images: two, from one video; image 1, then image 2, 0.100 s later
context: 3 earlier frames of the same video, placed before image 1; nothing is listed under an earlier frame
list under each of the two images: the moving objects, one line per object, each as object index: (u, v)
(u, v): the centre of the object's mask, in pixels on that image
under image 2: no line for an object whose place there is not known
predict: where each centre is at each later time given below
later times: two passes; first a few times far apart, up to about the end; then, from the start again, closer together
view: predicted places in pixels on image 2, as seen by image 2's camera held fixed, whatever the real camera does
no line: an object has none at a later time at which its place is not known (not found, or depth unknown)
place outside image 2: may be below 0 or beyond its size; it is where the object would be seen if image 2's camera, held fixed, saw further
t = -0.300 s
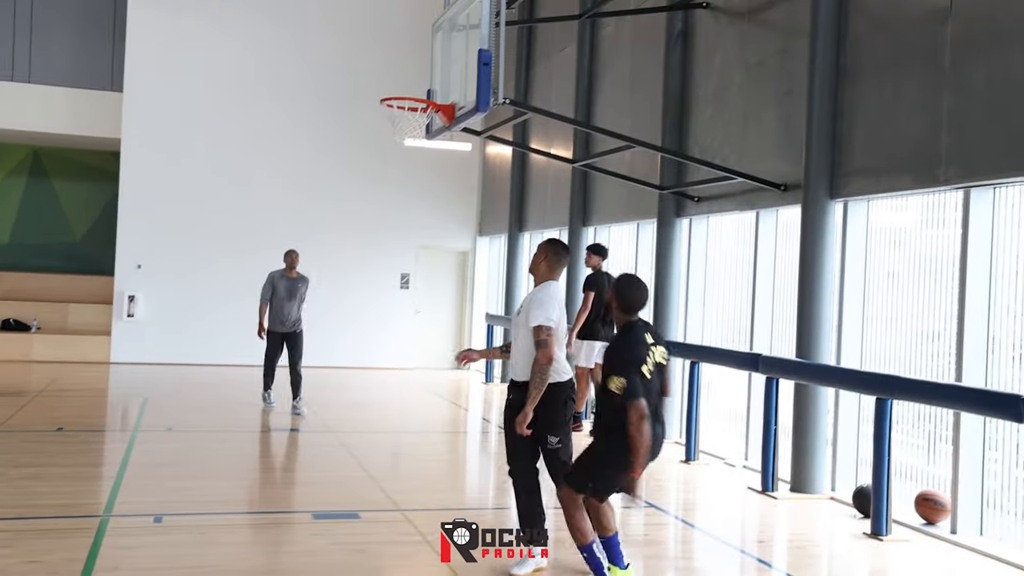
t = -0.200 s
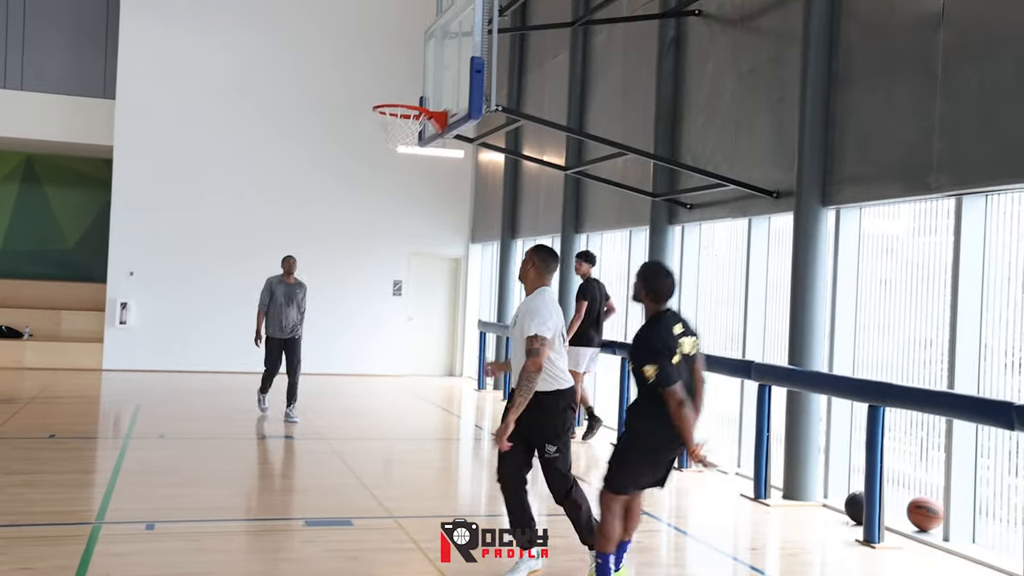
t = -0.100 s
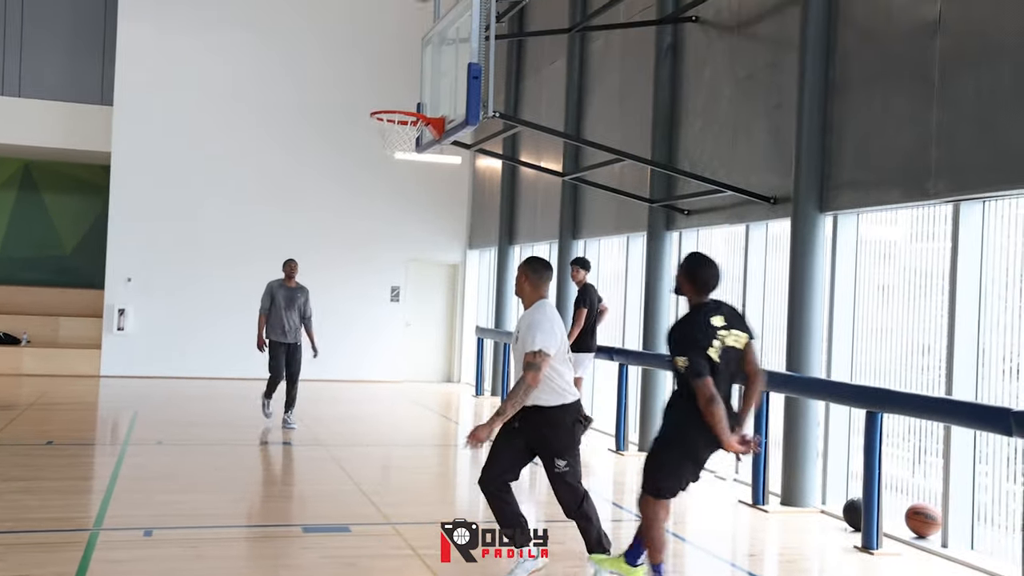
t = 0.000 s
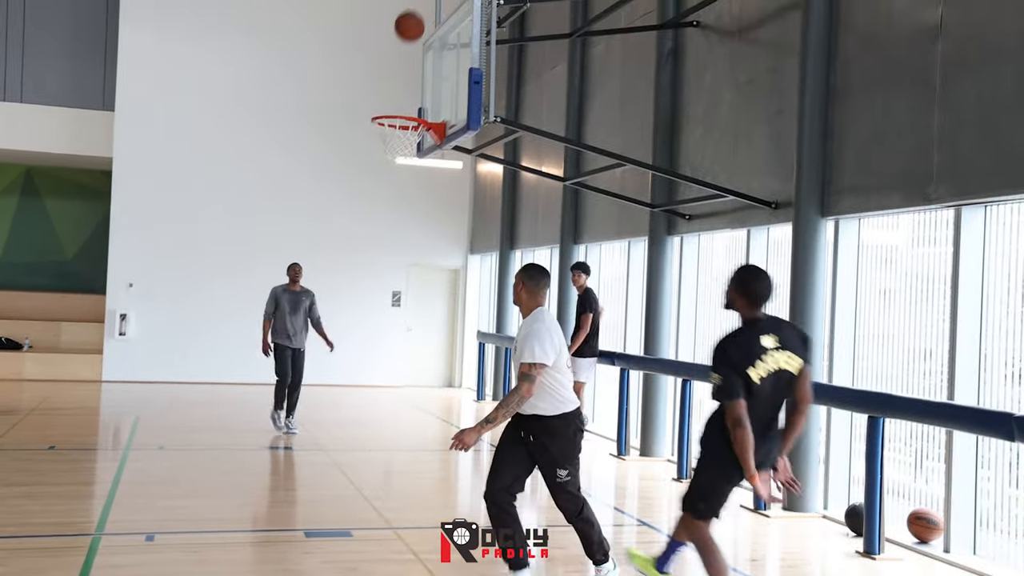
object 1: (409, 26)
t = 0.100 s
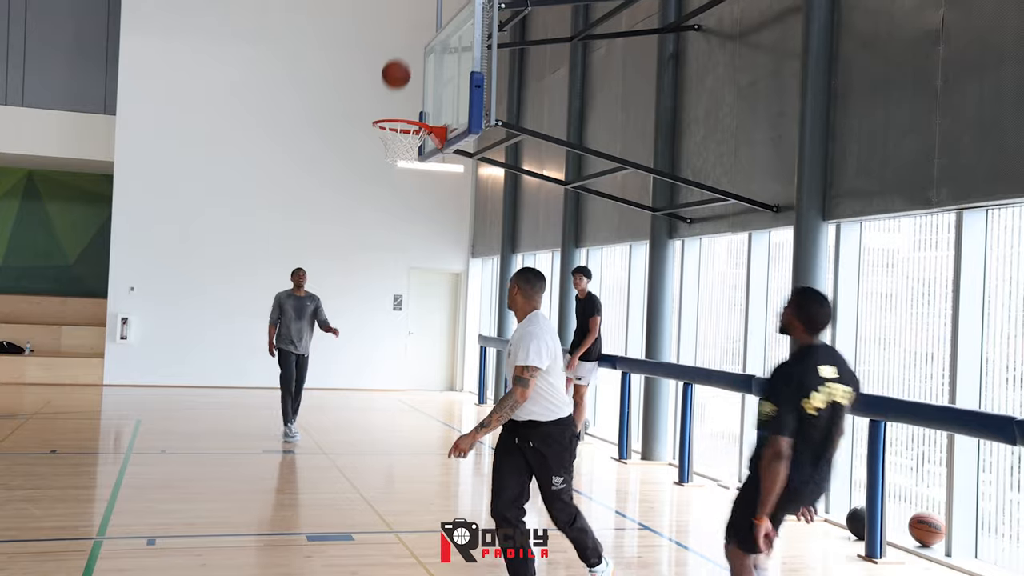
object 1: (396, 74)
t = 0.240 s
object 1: (402, 109)
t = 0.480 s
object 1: (398, 111)
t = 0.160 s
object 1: (387, 104)
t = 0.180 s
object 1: (384, 113)
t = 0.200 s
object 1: (389, 113)
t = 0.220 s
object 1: (396, 110)
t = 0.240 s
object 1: (402, 109)
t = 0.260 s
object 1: (409, 109)
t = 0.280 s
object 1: (415, 109)
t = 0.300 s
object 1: (421, 109)
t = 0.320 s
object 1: (427, 110)
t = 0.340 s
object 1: (430, 110)
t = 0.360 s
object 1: (426, 109)
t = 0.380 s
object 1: (421, 109)
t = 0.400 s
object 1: (417, 108)
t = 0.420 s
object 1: (412, 109)
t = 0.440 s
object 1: (408, 110)
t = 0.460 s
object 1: (403, 110)
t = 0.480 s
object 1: (398, 111)
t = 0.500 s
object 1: (394, 112)
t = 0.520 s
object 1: (393, 117)
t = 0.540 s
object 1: (394, 117)
